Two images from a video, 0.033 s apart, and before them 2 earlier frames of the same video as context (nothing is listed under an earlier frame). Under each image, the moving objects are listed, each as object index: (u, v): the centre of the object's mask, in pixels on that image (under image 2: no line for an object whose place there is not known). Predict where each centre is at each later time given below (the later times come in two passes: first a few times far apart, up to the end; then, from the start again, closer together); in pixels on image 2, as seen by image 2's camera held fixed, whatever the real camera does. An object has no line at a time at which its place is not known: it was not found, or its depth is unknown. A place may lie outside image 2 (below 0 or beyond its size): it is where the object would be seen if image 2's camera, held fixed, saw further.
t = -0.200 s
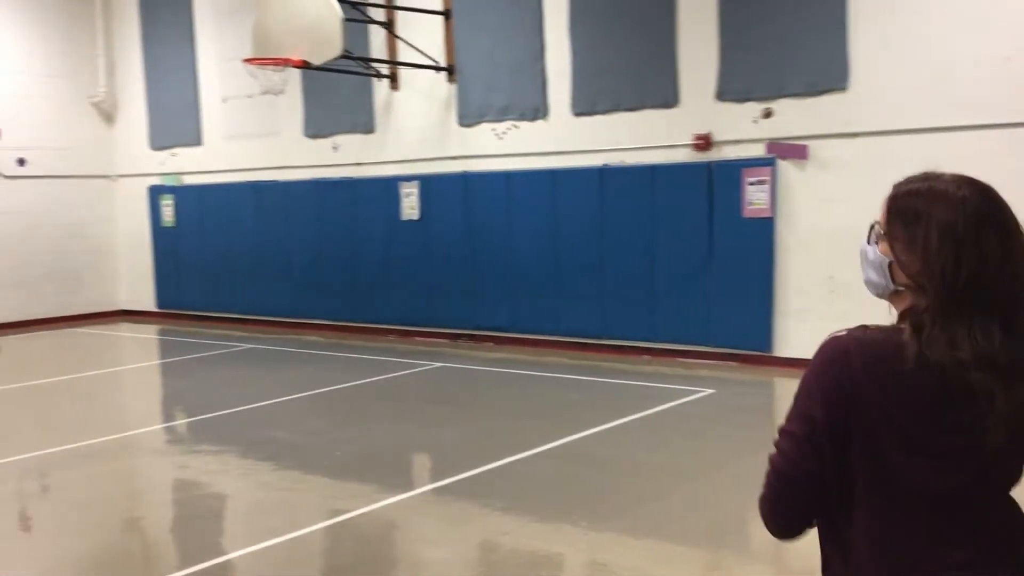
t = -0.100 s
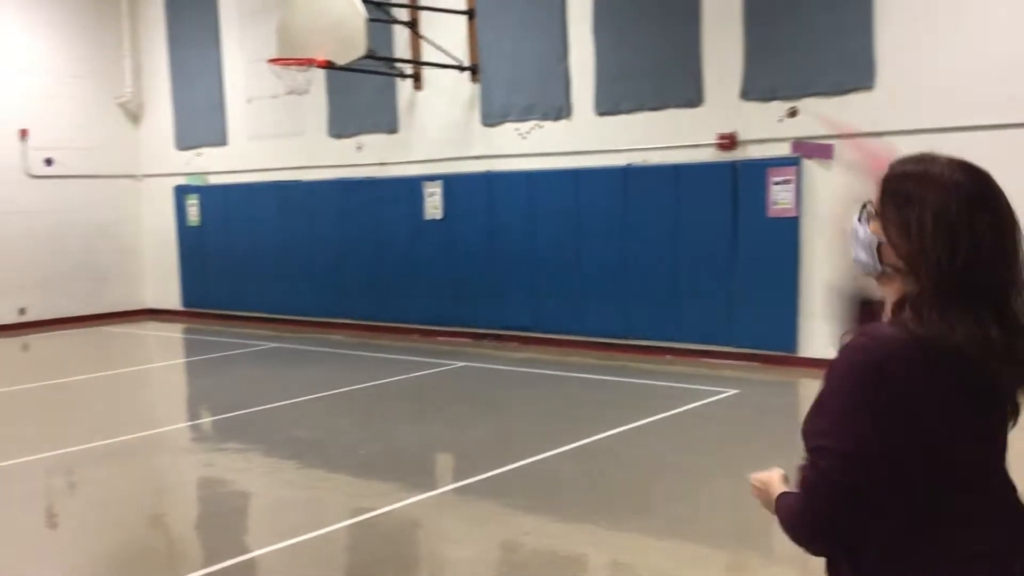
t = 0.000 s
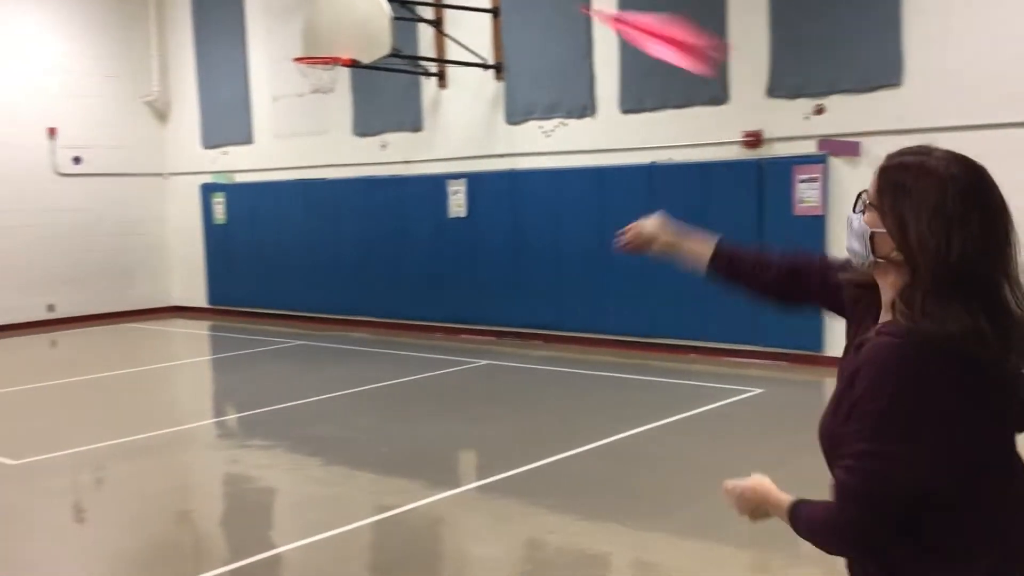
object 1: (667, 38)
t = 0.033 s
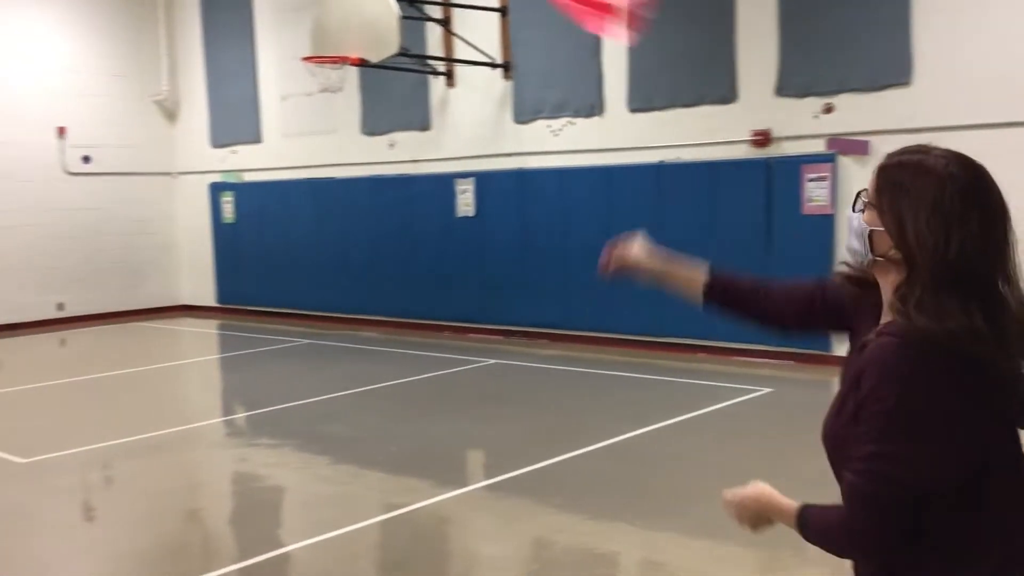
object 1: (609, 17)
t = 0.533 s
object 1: (122, 8)
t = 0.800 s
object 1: (22, 86)
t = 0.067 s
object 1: (545, 10)
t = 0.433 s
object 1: (167, -8)
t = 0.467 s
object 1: (151, -3)
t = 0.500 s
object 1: (135, 2)
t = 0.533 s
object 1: (122, 8)
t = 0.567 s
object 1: (109, 15)
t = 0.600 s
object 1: (96, 22)
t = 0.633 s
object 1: (84, 30)
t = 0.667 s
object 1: (70, 39)
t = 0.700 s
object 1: (58, 49)
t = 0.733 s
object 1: (46, 60)
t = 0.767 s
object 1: (35, 72)
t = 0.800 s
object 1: (22, 86)
